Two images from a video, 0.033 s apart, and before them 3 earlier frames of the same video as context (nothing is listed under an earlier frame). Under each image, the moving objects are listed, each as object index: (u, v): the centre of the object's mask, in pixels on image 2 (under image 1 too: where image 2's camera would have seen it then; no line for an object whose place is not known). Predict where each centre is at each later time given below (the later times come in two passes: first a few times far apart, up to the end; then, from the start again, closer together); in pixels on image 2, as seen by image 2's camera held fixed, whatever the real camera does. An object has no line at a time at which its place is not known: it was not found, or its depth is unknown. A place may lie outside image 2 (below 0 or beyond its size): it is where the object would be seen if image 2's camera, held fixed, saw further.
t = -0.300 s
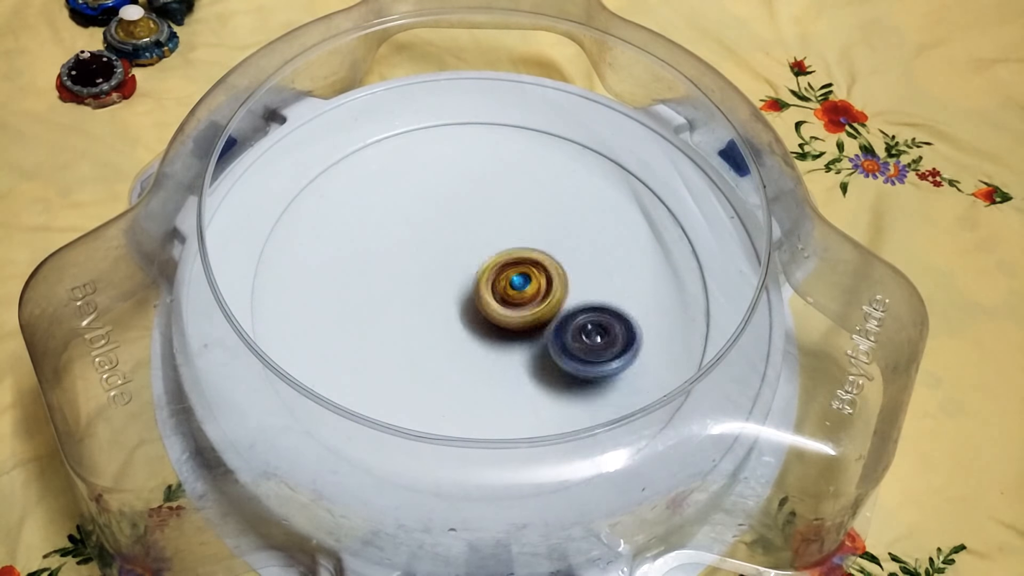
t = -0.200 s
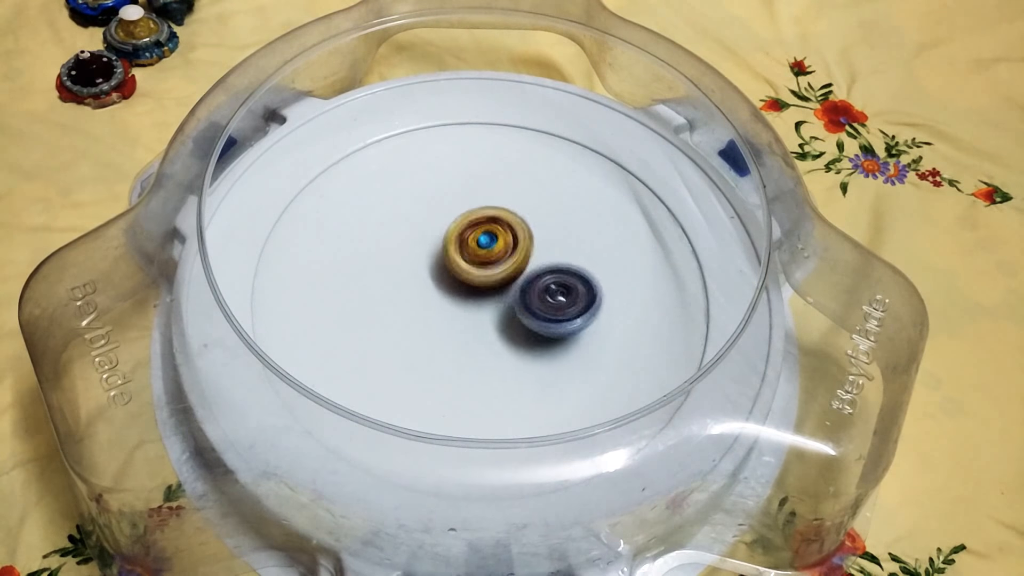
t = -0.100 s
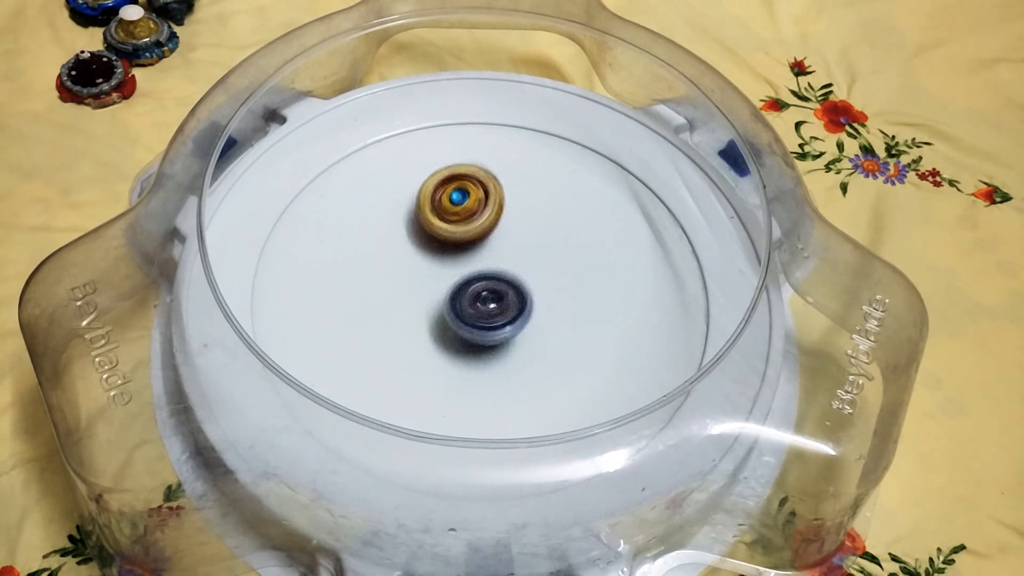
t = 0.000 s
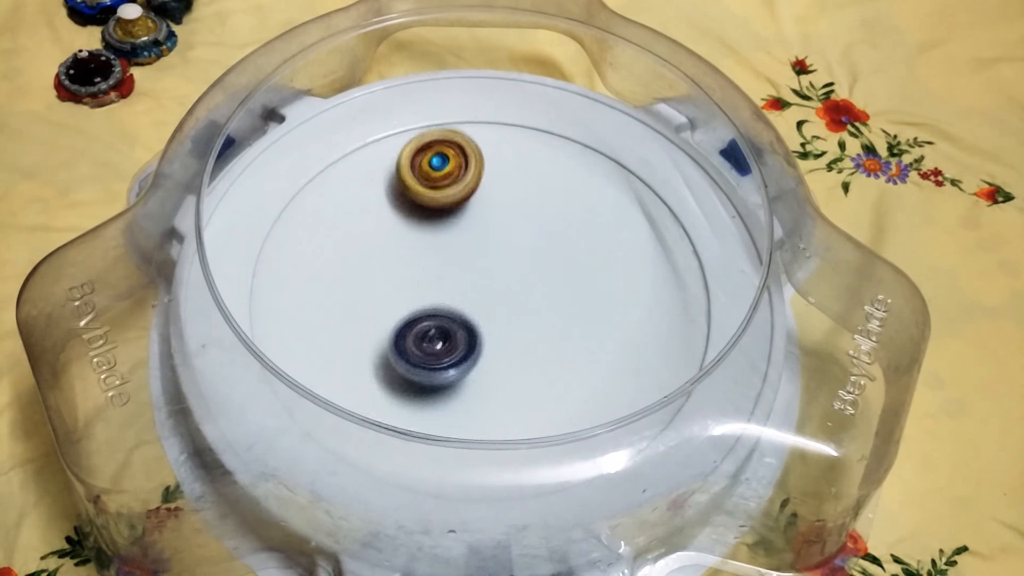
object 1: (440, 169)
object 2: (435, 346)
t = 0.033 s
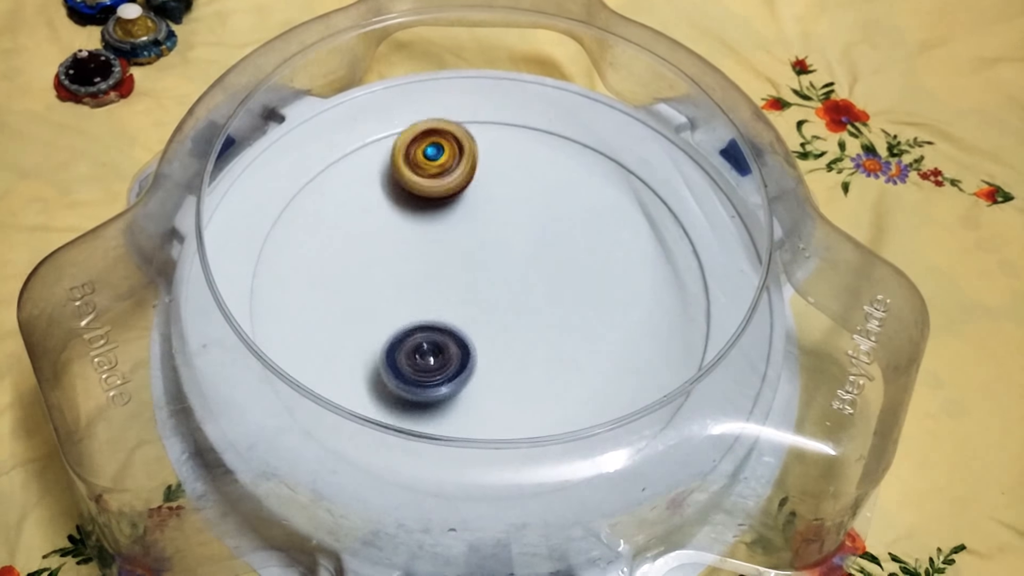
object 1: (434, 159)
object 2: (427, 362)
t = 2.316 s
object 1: (582, 323)
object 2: (438, 216)
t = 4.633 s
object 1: (411, 361)
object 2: (551, 203)
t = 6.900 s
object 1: (404, 307)
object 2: (583, 308)
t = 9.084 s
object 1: (411, 328)
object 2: (514, 248)
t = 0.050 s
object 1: (433, 155)
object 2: (426, 370)
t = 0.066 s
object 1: (430, 150)
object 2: (426, 377)
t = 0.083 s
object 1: (429, 147)
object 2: (429, 385)
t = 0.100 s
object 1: (428, 143)
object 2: (434, 390)
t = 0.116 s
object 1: (426, 140)
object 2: (440, 396)
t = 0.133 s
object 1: (425, 137)
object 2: (447, 399)
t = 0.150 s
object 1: (425, 134)
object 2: (456, 402)
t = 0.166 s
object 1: (423, 132)
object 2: (466, 402)
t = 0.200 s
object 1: (422, 129)
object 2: (483, 402)
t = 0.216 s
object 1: (421, 129)
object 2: (492, 399)
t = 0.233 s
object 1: (421, 127)
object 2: (500, 395)
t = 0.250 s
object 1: (420, 127)
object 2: (508, 388)
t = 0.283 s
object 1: (419, 128)
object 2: (518, 372)
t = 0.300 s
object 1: (419, 129)
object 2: (520, 362)
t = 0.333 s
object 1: (418, 132)
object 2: (519, 343)
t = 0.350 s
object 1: (418, 135)
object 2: (518, 331)
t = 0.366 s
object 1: (418, 138)
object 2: (514, 321)
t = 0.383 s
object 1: (418, 141)
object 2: (510, 313)
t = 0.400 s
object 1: (418, 144)
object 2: (503, 304)
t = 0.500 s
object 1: (424, 171)
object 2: (445, 261)
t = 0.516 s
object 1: (426, 177)
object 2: (433, 255)
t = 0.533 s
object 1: (426, 178)
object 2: (419, 259)
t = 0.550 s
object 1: (429, 175)
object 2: (405, 266)
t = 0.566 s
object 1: (432, 172)
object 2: (391, 275)
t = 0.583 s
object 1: (435, 172)
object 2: (379, 282)
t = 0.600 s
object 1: (438, 172)
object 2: (372, 288)
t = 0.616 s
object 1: (442, 173)
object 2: (362, 296)
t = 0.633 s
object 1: (446, 176)
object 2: (354, 305)
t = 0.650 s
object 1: (449, 177)
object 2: (349, 313)
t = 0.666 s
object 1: (452, 181)
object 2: (344, 323)
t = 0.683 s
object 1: (455, 186)
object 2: (341, 335)
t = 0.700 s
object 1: (456, 190)
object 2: (340, 344)
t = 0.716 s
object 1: (458, 194)
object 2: (341, 355)
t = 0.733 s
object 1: (460, 200)
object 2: (345, 363)
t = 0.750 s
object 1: (460, 205)
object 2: (351, 371)
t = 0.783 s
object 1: (462, 216)
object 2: (369, 385)
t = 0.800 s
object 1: (462, 222)
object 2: (375, 399)
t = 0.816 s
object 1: (463, 227)
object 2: (388, 402)
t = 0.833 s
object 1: (463, 233)
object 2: (398, 406)
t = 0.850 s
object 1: (462, 239)
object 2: (416, 401)
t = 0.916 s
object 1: (462, 261)
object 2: (469, 388)
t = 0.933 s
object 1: (460, 268)
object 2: (480, 382)
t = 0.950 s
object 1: (460, 273)
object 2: (491, 372)
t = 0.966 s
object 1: (459, 278)
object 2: (499, 362)
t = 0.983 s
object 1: (458, 283)
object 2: (506, 352)
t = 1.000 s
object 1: (454, 282)
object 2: (519, 353)
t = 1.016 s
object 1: (448, 278)
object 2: (536, 356)
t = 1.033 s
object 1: (443, 274)
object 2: (550, 356)
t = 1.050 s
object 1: (439, 271)
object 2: (562, 354)
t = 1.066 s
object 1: (435, 268)
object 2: (574, 349)
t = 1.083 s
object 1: (433, 266)
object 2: (586, 343)
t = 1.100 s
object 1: (432, 264)
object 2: (596, 334)
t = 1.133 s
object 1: (430, 261)
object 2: (608, 315)
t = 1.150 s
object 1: (430, 260)
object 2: (614, 306)
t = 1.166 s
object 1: (430, 260)
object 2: (615, 295)
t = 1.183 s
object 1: (431, 259)
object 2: (616, 285)
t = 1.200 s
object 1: (431, 259)
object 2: (614, 275)
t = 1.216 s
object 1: (432, 259)
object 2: (613, 265)
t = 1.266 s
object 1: (434, 261)
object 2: (596, 238)
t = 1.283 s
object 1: (435, 261)
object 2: (588, 229)
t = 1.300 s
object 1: (436, 262)
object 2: (580, 223)
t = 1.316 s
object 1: (436, 264)
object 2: (569, 216)
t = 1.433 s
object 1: (440, 272)
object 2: (482, 201)
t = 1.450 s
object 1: (441, 274)
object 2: (470, 201)
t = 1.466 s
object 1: (440, 278)
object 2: (461, 200)
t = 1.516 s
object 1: (437, 289)
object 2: (431, 199)
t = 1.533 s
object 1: (437, 291)
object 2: (421, 201)
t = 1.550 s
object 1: (437, 294)
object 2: (412, 204)
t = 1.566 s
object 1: (436, 296)
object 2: (401, 209)
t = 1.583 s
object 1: (436, 299)
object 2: (394, 213)
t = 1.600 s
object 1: (437, 301)
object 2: (386, 221)
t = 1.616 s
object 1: (437, 303)
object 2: (380, 226)
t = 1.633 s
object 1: (438, 305)
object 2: (373, 235)
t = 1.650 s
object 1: (440, 307)
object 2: (369, 242)
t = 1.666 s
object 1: (440, 309)
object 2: (367, 253)
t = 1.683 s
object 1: (441, 311)
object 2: (364, 260)
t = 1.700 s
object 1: (447, 315)
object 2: (360, 267)
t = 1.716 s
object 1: (450, 318)
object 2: (356, 273)
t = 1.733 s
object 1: (454, 322)
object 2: (355, 280)
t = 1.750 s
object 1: (457, 325)
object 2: (354, 287)
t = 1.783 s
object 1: (462, 331)
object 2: (359, 304)
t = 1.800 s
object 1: (464, 333)
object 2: (363, 311)
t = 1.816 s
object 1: (469, 335)
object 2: (366, 317)
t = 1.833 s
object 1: (479, 338)
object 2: (359, 320)
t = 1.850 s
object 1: (490, 340)
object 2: (355, 323)
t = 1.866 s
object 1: (497, 343)
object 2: (353, 328)
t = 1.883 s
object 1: (505, 345)
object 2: (352, 331)
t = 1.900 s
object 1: (513, 347)
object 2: (352, 336)
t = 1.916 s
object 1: (518, 348)
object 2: (354, 341)
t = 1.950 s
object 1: (531, 350)
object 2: (364, 348)
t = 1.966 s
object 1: (535, 351)
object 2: (370, 350)
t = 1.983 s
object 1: (540, 351)
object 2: (379, 351)
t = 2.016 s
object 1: (549, 352)
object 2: (395, 350)
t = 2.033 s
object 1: (553, 352)
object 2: (405, 348)
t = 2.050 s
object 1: (558, 352)
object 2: (414, 343)
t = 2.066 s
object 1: (560, 351)
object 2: (421, 337)
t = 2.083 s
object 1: (563, 350)
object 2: (430, 331)
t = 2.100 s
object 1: (566, 349)
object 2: (435, 323)
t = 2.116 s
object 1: (568, 348)
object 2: (438, 315)
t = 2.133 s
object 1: (570, 347)
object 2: (443, 307)
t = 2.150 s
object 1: (573, 345)
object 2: (445, 298)
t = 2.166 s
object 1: (574, 344)
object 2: (446, 290)
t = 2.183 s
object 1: (576, 341)
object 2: (449, 280)
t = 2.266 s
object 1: (581, 331)
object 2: (446, 240)
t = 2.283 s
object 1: (582, 328)
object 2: (444, 230)
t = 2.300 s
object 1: (582, 326)
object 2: (441, 223)
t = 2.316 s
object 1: (582, 323)
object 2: (438, 216)
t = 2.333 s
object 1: (583, 320)
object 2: (433, 208)
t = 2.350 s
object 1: (581, 318)
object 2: (428, 202)
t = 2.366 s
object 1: (581, 315)
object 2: (423, 198)
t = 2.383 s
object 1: (582, 312)
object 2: (417, 193)
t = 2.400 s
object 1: (580, 309)
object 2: (410, 190)
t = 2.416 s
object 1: (580, 307)
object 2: (404, 189)
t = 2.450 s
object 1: (578, 300)
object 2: (391, 187)
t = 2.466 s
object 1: (578, 297)
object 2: (387, 188)
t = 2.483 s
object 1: (575, 294)
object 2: (382, 189)
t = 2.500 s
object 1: (574, 290)
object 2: (378, 193)
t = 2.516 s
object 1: (573, 287)
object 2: (375, 198)
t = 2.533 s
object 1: (570, 284)
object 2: (374, 202)
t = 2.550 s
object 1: (569, 280)
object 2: (374, 208)
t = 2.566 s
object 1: (568, 277)
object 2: (375, 214)
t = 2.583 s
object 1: (564, 273)
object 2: (377, 220)
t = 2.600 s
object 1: (563, 270)
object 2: (382, 226)
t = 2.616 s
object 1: (560, 267)
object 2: (387, 233)
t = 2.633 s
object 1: (558, 262)
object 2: (394, 238)
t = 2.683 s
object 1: (549, 252)
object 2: (420, 251)
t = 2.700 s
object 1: (546, 248)
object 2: (432, 252)
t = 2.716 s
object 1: (542, 245)
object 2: (440, 253)
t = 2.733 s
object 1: (541, 242)
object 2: (448, 254)
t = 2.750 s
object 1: (546, 237)
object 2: (444, 254)
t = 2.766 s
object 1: (551, 233)
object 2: (439, 254)
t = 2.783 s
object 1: (555, 230)
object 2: (434, 255)
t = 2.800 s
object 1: (557, 228)
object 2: (430, 255)
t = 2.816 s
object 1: (559, 225)
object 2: (427, 258)
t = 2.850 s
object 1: (559, 223)
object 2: (421, 263)
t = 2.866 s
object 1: (559, 222)
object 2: (419, 266)
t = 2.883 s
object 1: (557, 221)
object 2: (418, 270)
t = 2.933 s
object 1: (550, 218)
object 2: (418, 281)
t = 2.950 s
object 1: (548, 217)
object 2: (419, 284)
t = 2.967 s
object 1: (544, 216)
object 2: (422, 287)
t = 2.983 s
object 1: (541, 216)
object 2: (424, 291)
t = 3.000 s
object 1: (539, 215)
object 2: (427, 293)
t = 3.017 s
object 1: (535, 215)
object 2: (431, 296)
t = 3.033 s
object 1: (532, 214)
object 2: (435, 298)
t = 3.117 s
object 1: (517, 210)
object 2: (461, 302)
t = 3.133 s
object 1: (513, 209)
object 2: (467, 300)
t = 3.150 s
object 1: (510, 209)
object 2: (472, 299)
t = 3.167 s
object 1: (506, 208)
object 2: (477, 298)
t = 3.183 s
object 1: (504, 208)
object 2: (481, 295)
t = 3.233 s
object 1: (493, 208)
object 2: (494, 286)
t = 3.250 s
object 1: (489, 207)
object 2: (497, 284)
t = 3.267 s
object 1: (482, 199)
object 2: (504, 297)
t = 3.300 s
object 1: (471, 186)
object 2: (514, 319)
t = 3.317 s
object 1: (467, 179)
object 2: (519, 328)
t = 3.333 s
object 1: (464, 175)
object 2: (525, 334)
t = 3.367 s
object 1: (457, 168)
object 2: (539, 346)
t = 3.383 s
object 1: (455, 167)
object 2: (547, 352)
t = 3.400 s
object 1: (452, 164)
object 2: (556, 356)
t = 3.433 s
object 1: (447, 162)
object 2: (575, 360)
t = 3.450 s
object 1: (445, 161)
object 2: (584, 361)
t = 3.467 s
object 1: (442, 162)
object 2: (592, 362)
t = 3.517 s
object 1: (434, 161)
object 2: (613, 361)
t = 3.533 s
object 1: (432, 162)
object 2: (618, 358)
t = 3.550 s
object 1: (429, 163)
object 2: (623, 356)
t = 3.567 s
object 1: (427, 163)
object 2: (626, 352)
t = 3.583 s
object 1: (425, 165)
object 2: (628, 348)
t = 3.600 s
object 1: (423, 165)
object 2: (629, 343)
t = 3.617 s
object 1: (421, 168)
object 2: (629, 339)
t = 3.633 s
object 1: (418, 170)
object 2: (626, 333)
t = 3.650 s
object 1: (417, 171)
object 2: (623, 329)
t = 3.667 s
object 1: (415, 174)
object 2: (618, 324)
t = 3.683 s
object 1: (413, 176)
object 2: (612, 319)
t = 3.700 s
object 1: (411, 179)
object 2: (605, 314)
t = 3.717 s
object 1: (410, 184)
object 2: (597, 310)
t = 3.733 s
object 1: (410, 186)
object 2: (589, 305)
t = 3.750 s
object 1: (410, 190)
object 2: (578, 302)
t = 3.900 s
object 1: (409, 228)
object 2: (486, 290)
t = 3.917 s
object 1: (410, 234)
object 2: (475, 291)
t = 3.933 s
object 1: (406, 235)
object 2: (474, 301)
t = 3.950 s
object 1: (400, 235)
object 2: (478, 312)
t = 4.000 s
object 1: (388, 236)
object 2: (489, 337)
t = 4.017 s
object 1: (387, 238)
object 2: (493, 345)
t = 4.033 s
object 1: (387, 240)
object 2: (498, 351)
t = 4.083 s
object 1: (388, 247)
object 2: (517, 369)
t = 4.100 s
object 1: (390, 250)
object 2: (524, 374)
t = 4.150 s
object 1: (394, 262)
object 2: (547, 381)
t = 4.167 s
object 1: (396, 265)
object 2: (555, 382)
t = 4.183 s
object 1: (397, 270)
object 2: (563, 380)
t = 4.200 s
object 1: (399, 273)
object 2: (570, 378)
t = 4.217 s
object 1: (402, 277)
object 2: (576, 375)
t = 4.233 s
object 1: (404, 281)
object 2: (580, 371)
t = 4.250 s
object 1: (408, 285)
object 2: (584, 365)
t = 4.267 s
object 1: (411, 289)
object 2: (586, 360)
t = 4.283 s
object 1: (414, 293)
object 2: (587, 353)
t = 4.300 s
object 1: (417, 297)
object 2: (586, 347)
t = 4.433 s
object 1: (448, 326)
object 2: (540, 297)
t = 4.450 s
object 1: (452, 330)
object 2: (534, 292)
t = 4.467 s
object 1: (448, 335)
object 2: (535, 285)
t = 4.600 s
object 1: (411, 361)
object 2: (553, 218)
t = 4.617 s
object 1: (411, 362)
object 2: (553, 210)
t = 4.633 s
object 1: (411, 361)
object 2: (551, 203)
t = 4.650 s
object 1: (412, 361)
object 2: (549, 195)
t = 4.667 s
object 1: (413, 361)
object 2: (546, 188)
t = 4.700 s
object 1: (414, 360)
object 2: (539, 176)
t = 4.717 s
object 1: (417, 359)
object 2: (536, 170)
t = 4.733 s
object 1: (418, 359)
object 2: (531, 166)
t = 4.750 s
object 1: (421, 358)
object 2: (526, 162)
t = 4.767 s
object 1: (423, 357)
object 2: (521, 158)
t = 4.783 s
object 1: (427, 355)
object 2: (516, 155)
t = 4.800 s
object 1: (430, 353)
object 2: (510, 152)
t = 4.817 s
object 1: (432, 352)
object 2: (503, 150)
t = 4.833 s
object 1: (435, 350)
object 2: (497, 149)
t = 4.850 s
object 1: (437, 349)
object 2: (490, 149)
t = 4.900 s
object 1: (446, 343)
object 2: (470, 154)
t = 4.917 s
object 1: (449, 341)
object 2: (464, 158)
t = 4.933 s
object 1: (453, 338)
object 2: (459, 162)
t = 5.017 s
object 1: (469, 324)
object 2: (434, 190)
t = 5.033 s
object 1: (472, 321)
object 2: (429, 197)
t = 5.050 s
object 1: (476, 318)
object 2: (426, 204)
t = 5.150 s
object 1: (497, 296)
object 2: (420, 250)
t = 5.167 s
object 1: (502, 293)
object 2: (420, 256)
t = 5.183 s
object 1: (507, 291)
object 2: (416, 263)
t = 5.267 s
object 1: (529, 277)
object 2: (396, 294)
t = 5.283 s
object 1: (531, 275)
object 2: (392, 300)
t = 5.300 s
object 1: (534, 271)
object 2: (389, 307)
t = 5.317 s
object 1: (536, 269)
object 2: (387, 314)
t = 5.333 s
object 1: (538, 265)
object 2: (386, 321)
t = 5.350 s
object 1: (539, 263)
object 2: (385, 329)
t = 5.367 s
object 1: (539, 260)
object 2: (386, 336)
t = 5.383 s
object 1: (540, 257)
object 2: (388, 344)
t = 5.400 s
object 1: (539, 255)
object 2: (390, 351)
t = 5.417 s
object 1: (540, 251)
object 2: (394, 355)
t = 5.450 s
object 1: (539, 245)
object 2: (405, 364)
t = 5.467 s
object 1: (538, 243)
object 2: (411, 369)
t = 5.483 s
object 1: (538, 240)
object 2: (417, 372)
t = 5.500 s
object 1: (537, 237)
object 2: (424, 375)
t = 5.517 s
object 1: (537, 233)
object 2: (432, 376)
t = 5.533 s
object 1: (536, 231)
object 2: (440, 376)
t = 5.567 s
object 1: (533, 225)
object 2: (457, 374)
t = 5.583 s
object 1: (531, 222)
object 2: (465, 372)
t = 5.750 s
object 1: (516, 201)
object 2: (519, 323)
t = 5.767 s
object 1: (515, 198)
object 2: (522, 317)
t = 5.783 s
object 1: (514, 197)
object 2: (524, 311)
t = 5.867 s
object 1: (505, 195)
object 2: (526, 275)
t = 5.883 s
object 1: (505, 195)
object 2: (525, 269)
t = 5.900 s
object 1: (501, 193)
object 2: (526, 267)
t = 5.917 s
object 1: (497, 189)
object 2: (531, 270)
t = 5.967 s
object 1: (487, 182)
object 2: (542, 279)
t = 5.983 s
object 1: (486, 181)
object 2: (545, 280)
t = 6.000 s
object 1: (483, 182)
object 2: (548, 282)
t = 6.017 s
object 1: (481, 182)
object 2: (550, 282)
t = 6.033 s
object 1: (479, 183)
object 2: (553, 283)
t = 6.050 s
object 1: (477, 184)
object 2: (555, 284)
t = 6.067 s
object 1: (474, 186)
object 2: (557, 285)
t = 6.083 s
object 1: (472, 187)
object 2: (559, 286)
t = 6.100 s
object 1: (469, 191)
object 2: (560, 287)
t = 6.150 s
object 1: (461, 198)
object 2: (561, 289)
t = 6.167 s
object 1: (458, 203)
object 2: (561, 290)
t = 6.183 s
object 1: (455, 205)
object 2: (560, 291)
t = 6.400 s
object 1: (421, 255)
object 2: (522, 308)
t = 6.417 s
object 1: (418, 257)
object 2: (519, 310)
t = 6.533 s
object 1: (413, 282)
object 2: (497, 324)
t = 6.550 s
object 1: (413, 285)
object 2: (495, 327)
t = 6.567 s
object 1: (407, 286)
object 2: (503, 332)
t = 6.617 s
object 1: (390, 284)
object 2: (526, 348)
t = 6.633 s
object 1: (386, 283)
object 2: (533, 350)
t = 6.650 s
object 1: (385, 284)
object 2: (542, 353)
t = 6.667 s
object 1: (383, 284)
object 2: (549, 354)
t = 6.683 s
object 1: (384, 285)
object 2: (558, 354)
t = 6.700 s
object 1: (384, 286)
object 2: (564, 354)
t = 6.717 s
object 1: (385, 288)
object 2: (570, 352)
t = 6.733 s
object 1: (385, 289)
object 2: (578, 350)
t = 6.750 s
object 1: (387, 291)
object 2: (582, 347)
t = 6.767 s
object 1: (388, 292)
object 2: (586, 344)
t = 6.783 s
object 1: (390, 294)
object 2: (589, 340)
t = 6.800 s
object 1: (391, 296)
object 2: (591, 336)
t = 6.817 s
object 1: (393, 298)
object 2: (593, 332)
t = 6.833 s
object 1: (394, 300)
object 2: (592, 326)
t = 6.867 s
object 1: (399, 303)
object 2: (590, 319)
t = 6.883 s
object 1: (402, 305)
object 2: (587, 313)
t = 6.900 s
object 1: (404, 307)
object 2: (583, 308)
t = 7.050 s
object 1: (438, 316)
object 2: (527, 279)
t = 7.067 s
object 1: (442, 317)
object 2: (521, 275)
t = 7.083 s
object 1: (444, 318)
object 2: (519, 272)
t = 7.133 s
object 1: (447, 324)
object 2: (515, 249)
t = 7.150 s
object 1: (448, 325)
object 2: (514, 243)
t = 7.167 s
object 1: (450, 325)
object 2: (513, 238)
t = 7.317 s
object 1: (480, 321)
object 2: (486, 188)
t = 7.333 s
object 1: (483, 320)
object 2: (483, 184)
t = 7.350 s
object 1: (486, 319)
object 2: (478, 180)
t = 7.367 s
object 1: (489, 317)
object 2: (474, 177)
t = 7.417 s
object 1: (500, 311)
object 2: (460, 171)
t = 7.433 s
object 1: (503, 310)
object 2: (455, 170)
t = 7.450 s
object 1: (507, 307)
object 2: (451, 170)
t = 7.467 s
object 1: (510, 305)
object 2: (446, 170)
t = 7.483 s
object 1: (514, 303)
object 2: (441, 171)
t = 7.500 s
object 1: (517, 301)
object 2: (437, 174)
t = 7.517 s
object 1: (520, 299)
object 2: (433, 176)
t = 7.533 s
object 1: (523, 297)
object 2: (429, 179)
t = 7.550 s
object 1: (525, 295)
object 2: (425, 184)
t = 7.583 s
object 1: (529, 290)
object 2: (420, 193)
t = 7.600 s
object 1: (531, 287)
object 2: (419, 199)
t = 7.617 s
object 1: (533, 285)
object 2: (417, 205)
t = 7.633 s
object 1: (536, 282)
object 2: (416, 211)
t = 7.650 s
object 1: (537, 280)
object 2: (416, 218)
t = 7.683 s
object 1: (539, 276)
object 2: (418, 229)
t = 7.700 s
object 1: (541, 273)
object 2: (419, 236)
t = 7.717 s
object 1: (541, 270)
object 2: (421, 242)
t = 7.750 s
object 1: (542, 266)
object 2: (426, 253)
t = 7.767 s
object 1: (541, 264)
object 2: (430, 260)
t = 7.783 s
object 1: (540, 262)
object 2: (435, 266)
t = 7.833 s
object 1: (538, 256)
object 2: (444, 284)
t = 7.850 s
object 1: (537, 253)
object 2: (448, 289)
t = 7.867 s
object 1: (535, 252)
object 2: (454, 295)
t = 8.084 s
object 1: (503, 235)
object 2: (529, 350)
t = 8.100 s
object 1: (501, 234)
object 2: (535, 352)
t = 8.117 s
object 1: (497, 234)
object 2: (541, 352)
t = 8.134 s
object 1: (494, 234)
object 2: (550, 353)
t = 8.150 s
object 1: (491, 233)
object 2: (556, 351)
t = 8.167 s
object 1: (488, 234)
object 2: (561, 350)
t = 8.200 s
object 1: (481, 235)
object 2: (571, 345)
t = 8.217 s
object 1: (478, 235)
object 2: (576, 340)
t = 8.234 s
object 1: (475, 236)
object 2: (578, 337)
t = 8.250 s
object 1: (473, 236)
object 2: (580, 333)
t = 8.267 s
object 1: (469, 237)
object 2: (581, 327)
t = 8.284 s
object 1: (467, 238)
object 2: (580, 323)
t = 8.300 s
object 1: (464, 239)
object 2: (579, 319)
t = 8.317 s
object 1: (462, 241)
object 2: (577, 314)
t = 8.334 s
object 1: (459, 242)
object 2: (573, 309)
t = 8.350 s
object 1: (457, 245)
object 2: (570, 305)
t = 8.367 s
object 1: (454, 246)
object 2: (566, 301)
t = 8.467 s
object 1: (440, 258)
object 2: (531, 281)
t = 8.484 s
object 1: (438, 259)
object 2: (527, 278)
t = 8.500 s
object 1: (433, 261)
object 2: (526, 277)
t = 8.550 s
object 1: (419, 265)
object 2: (527, 273)
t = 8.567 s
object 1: (415, 266)
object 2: (527, 271)
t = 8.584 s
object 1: (413, 267)
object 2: (525, 269)
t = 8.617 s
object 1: (409, 270)
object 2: (523, 265)
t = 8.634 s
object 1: (408, 271)
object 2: (521, 264)
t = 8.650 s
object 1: (407, 273)
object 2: (520, 263)
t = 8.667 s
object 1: (407, 274)
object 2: (517, 261)
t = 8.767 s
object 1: (405, 287)
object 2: (497, 260)
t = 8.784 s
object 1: (406, 288)
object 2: (493, 260)
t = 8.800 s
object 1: (405, 291)
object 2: (493, 261)
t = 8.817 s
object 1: (400, 294)
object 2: (497, 259)
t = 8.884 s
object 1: (393, 305)
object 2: (507, 254)
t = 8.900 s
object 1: (391, 307)
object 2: (508, 253)
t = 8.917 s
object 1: (392, 309)
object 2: (509, 253)
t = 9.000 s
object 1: (399, 320)
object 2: (514, 249)
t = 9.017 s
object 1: (400, 322)
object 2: (514, 248)
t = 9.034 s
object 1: (402, 323)
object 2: (514, 248)
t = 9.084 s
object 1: (411, 328)
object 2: (514, 248)
